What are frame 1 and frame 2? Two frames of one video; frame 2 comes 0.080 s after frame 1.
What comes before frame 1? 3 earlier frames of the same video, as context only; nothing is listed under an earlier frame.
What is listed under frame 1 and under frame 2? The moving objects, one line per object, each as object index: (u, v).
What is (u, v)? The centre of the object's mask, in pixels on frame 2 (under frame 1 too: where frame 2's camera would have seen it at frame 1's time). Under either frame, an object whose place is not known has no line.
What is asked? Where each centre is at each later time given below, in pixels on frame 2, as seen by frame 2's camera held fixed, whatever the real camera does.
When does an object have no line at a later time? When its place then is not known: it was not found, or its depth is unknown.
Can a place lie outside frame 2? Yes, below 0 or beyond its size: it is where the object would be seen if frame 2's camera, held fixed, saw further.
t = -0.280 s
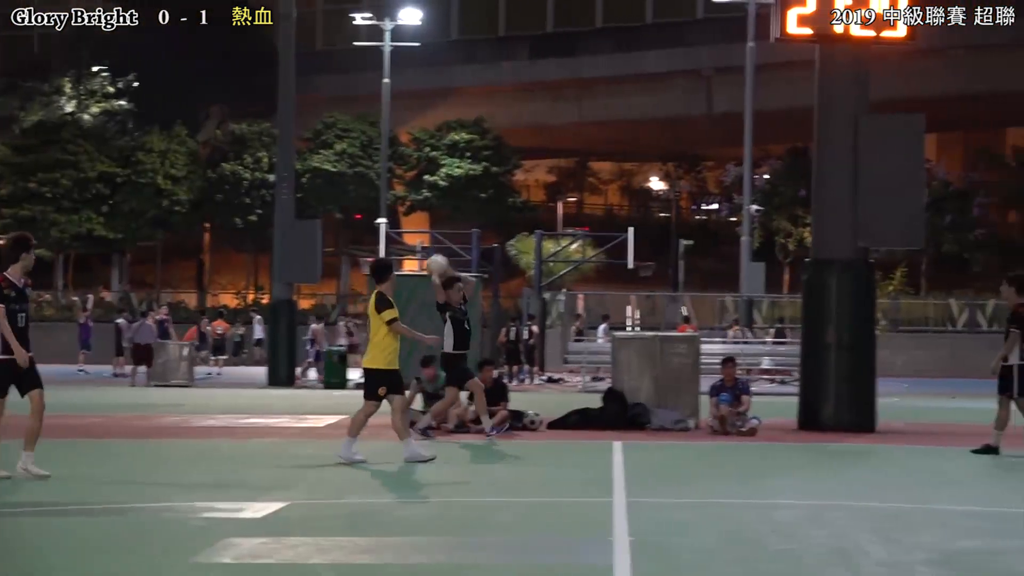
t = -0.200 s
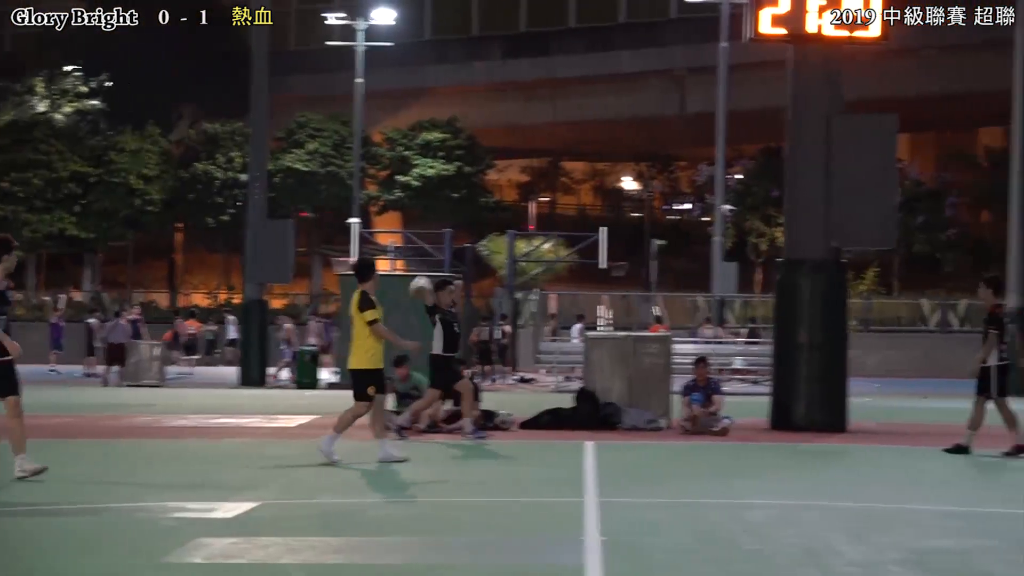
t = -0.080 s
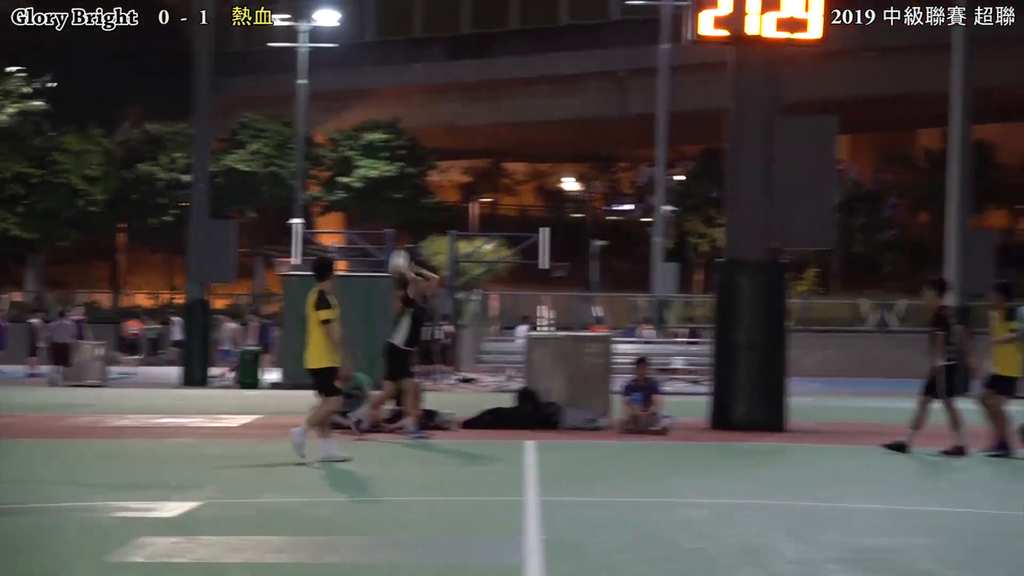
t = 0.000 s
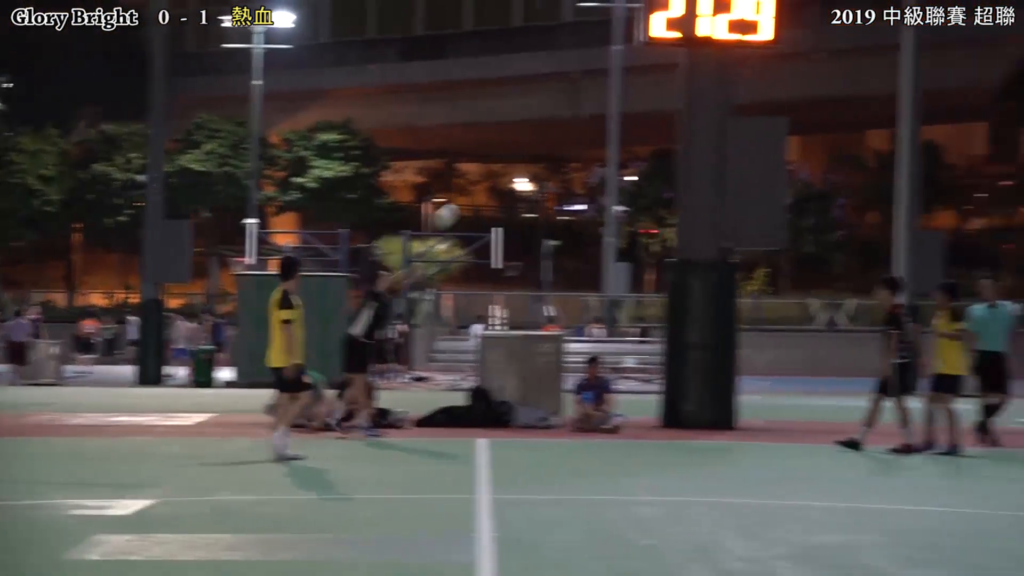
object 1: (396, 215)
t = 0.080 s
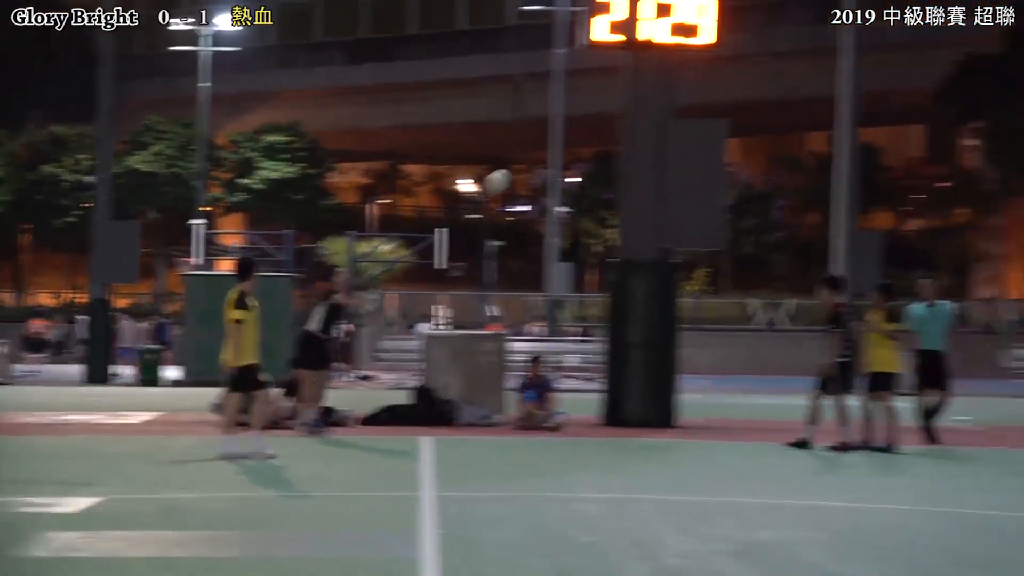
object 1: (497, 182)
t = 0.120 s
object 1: (549, 167)
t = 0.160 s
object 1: (603, 152)
